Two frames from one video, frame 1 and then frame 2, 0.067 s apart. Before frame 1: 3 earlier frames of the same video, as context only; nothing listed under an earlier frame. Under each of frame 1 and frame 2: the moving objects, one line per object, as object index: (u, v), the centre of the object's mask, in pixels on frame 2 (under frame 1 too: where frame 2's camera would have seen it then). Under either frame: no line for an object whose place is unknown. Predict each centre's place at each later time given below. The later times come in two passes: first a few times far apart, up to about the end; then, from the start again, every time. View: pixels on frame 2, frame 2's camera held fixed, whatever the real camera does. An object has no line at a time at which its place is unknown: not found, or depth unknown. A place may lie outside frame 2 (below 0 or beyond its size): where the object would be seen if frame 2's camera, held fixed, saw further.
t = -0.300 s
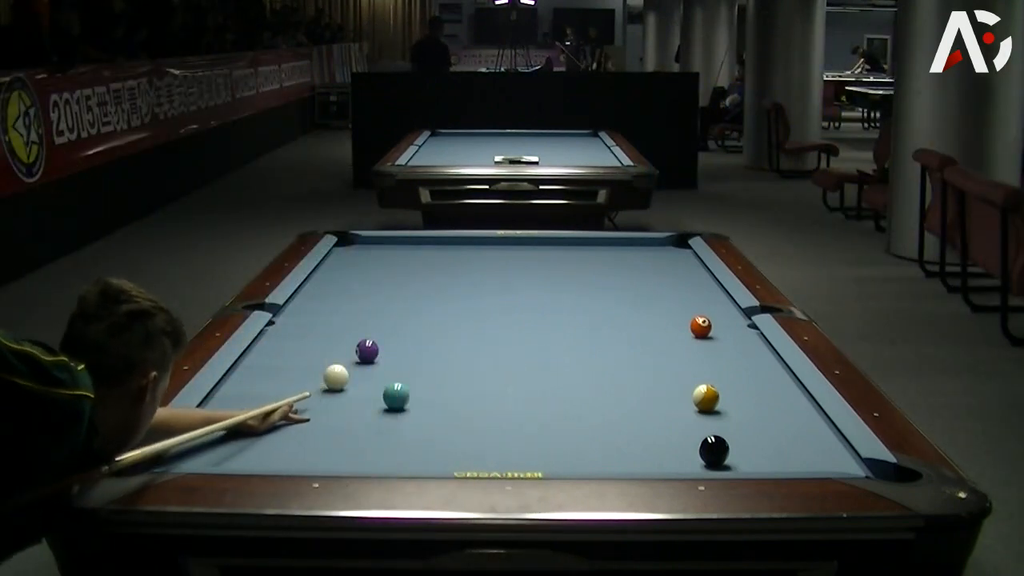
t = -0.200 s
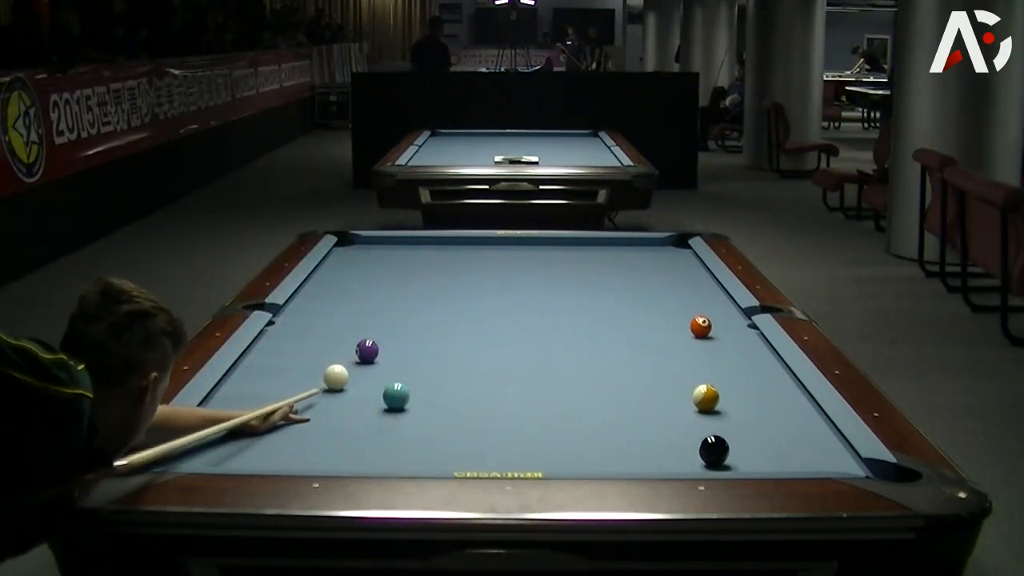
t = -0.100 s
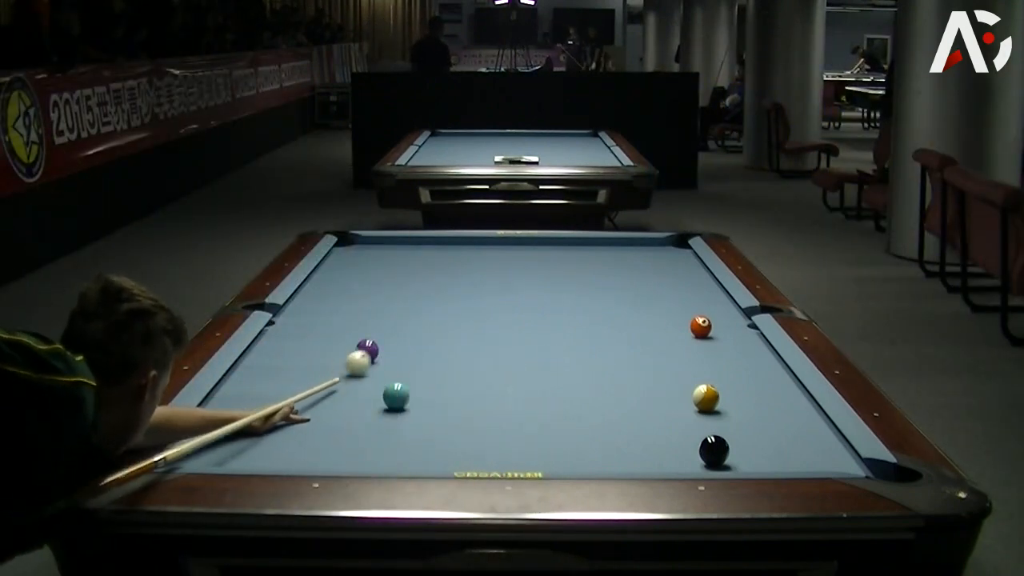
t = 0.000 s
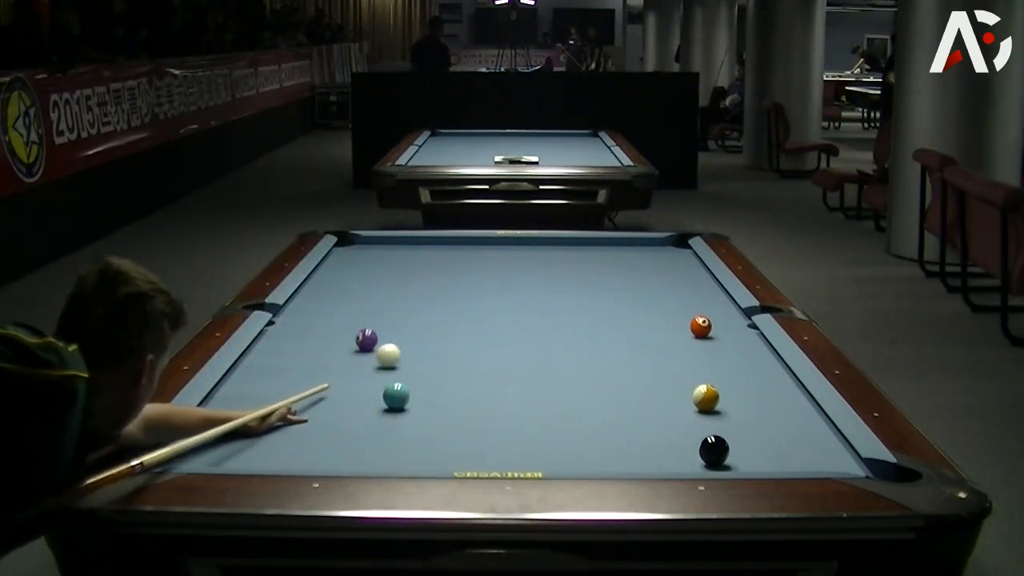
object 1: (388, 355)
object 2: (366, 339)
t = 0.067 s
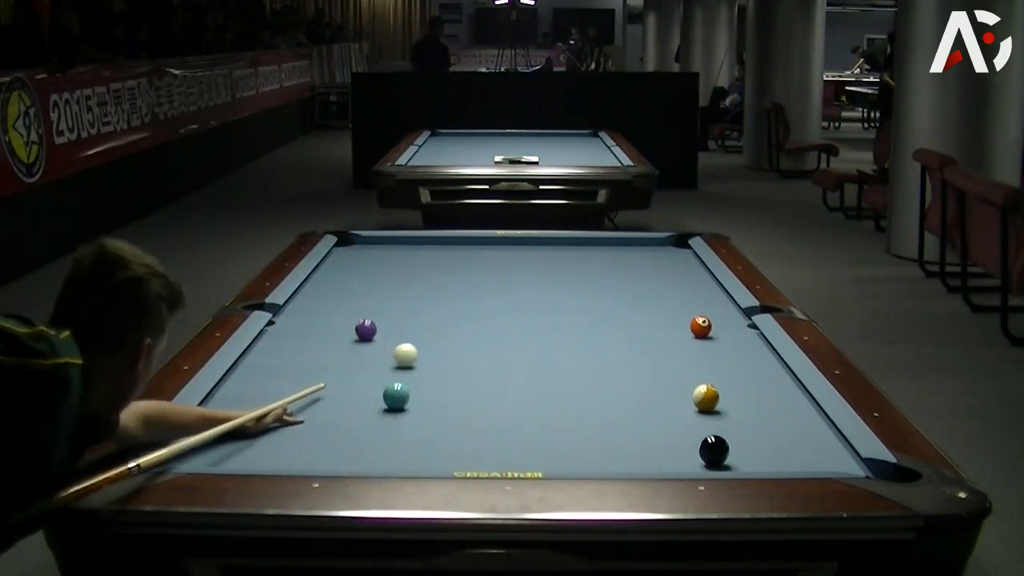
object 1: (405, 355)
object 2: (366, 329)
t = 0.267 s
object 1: (444, 356)
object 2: (364, 306)
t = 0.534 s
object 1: (493, 357)
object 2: (363, 283)
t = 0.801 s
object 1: (540, 357)
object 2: (362, 264)
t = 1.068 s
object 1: (584, 358)
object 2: (362, 247)
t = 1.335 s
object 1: (625, 358)
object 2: (351, 242)
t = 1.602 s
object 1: (664, 357)
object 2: (344, 248)
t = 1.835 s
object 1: (696, 357)
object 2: (348, 253)
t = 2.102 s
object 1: (730, 356)
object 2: (352, 257)
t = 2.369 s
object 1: (761, 356)
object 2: (357, 264)
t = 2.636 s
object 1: (756, 356)
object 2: (361, 269)
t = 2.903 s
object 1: (743, 357)
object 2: (366, 274)
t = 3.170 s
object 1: (731, 357)
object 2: (369, 279)
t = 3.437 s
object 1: (721, 357)
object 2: (373, 284)
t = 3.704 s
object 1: (714, 356)
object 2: (376, 289)
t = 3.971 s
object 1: (708, 356)
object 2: (378, 294)
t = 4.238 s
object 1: (705, 356)
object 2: (380, 299)
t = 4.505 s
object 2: (382, 303)
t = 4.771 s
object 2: (383, 307)
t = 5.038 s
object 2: (385, 311)
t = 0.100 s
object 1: (412, 355)
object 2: (365, 325)
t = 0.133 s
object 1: (419, 355)
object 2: (365, 321)
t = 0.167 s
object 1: (426, 356)
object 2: (365, 317)
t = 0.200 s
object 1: (432, 356)
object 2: (365, 313)
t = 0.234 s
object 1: (438, 356)
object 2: (365, 309)
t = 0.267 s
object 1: (444, 356)
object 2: (364, 306)
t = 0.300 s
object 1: (450, 356)
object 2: (364, 303)
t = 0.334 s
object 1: (457, 356)
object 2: (364, 300)
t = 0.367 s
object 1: (463, 356)
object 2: (364, 297)
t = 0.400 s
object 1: (469, 356)
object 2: (364, 294)
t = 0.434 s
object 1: (475, 356)
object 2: (363, 291)
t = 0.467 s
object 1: (481, 356)
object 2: (363, 288)
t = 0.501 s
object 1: (487, 356)
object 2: (363, 285)
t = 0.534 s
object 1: (493, 357)
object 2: (363, 283)
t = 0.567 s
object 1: (499, 356)
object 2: (363, 280)
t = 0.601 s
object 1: (504, 357)
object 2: (363, 278)
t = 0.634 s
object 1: (511, 357)
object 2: (363, 275)
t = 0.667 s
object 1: (516, 357)
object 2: (363, 273)
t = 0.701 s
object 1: (522, 357)
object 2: (362, 270)
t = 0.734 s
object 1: (528, 357)
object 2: (362, 268)
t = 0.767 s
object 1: (534, 357)
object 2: (362, 266)
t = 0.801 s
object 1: (540, 357)
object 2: (362, 264)
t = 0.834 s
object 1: (545, 357)
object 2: (362, 262)
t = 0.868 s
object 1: (551, 357)
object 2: (362, 260)
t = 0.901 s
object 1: (556, 357)
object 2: (362, 257)
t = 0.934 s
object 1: (562, 357)
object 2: (362, 255)
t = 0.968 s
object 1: (567, 357)
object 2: (362, 253)
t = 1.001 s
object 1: (573, 358)
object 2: (361, 251)
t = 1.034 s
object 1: (578, 358)
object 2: (362, 249)
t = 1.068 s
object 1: (584, 358)
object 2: (362, 247)
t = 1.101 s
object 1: (589, 358)
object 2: (361, 245)
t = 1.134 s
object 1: (594, 357)
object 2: (362, 244)
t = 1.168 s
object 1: (600, 358)
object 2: (362, 242)
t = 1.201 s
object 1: (605, 358)
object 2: (361, 240)
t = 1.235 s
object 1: (610, 358)
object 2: (360, 240)
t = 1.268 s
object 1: (615, 358)
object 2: (357, 240)
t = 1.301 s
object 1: (620, 358)
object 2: (354, 241)
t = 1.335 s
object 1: (625, 358)
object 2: (351, 242)
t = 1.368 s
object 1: (631, 358)
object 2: (348, 243)
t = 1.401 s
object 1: (635, 358)
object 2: (346, 244)
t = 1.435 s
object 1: (640, 358)
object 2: (343, 245)
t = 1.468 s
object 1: (645, 358)
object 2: (342, 245)
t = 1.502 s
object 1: (650, 357)
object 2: (343, 246)
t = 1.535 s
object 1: (655, 357)
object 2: (343, 247)
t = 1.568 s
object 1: (659, 357)
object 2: (344, 247)
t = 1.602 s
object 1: (664, 357)
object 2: (344, 248)
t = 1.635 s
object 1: (669, 357)
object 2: (344, 249)
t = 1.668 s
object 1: (673, 357)
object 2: (345, 250)
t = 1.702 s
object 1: (678, 357)
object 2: (345, 250)
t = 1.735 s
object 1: (683, 357)
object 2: (346, 251)
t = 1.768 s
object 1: (687, 357)
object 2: (347, 252)
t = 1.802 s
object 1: (691, 357)
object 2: (347, 252)
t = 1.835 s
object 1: (696, 357)
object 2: (348, 253)
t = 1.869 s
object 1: (700, 357)
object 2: (348, 254)
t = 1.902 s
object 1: (705, 357)
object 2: (349, 254)
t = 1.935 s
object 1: (709, 357)
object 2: (350, 254)
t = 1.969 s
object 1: (713, 357)
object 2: (350, 255)
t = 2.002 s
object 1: (717, 357)
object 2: (351, 255)
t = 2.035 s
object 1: (722, 357)
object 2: (351, 256)
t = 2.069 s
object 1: (725, 357)
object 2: (352, 256)
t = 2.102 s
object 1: (730, 356)
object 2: (352, 257)
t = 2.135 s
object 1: (734, 356)
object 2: (353, 258)
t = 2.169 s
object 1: (738, 356)
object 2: (354, 259)
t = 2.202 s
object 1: (742, 356)
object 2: (354, 260)
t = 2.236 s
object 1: (745, 356)
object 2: (355, 261)
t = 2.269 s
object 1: (749, 356)
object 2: (355, 262)
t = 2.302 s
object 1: (753, 356)
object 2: (356, 262)
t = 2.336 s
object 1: (757, 356)
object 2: (356, 263)
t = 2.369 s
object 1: (761, 356)
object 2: (357, 264)
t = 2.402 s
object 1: (765, 356)
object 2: (358, 264)
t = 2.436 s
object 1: (767, 356)
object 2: (358, 265)
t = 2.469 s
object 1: (765, 356)
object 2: (359, 266)
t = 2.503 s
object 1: (763, 356)
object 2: (359, 266)
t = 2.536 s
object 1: (761, 356)
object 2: (360, 267)
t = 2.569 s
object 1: (759, 356)
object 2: (360, 268)
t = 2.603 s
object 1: (757, 356)
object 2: (361, 268)
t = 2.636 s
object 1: (756, 356)
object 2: (361, 269)
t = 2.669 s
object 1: (754, 356)
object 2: (362, 270)
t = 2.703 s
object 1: (752, 357)
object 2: (363, 270)
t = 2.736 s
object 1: (751, 356)
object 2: (363, 271)
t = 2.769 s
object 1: (749, 357)
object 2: (364, 272)
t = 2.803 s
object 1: (747, 357)
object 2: (364, 272)
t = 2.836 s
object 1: (746, 357)
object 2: (365, 273)
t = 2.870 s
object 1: (744, 357)
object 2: (365, 274)
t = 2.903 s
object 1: (743, 357)
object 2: (366, 274)
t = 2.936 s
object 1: (741, 357)
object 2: (366, 275)
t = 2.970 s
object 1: (740, 357)
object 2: (367, 276)
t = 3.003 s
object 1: (738, 357)
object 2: (367, 276)
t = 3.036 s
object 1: (737, 357)
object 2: (368, 277)
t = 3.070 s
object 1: (735, 357)
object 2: (368, 277)
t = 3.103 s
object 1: (734, 357)
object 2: (369, 278)
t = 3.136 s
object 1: (733, 357)
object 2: (369, 279)
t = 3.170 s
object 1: (731, 357)
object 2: (369, 279)
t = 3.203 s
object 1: (730, 357)
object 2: (370, 280)
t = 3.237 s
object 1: (729, 357)
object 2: (370, 280)
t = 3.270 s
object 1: (727, 357)
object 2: (371, 281)
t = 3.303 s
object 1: (726, 357)
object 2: (371, 282)
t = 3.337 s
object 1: (725, 357)
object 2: (372, 282)
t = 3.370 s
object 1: (724, 357)
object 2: (372, 283)
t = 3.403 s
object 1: (722, 357)
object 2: (373, 284)
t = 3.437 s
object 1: (721, 357)
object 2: (373, 284)
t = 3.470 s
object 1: (720, 356)
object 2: (373, 285)
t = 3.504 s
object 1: (719, 356)
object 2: (374, 286)
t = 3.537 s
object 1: (718, 356)
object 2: (374, 286)
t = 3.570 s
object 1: (717, 356)
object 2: (375, 287)
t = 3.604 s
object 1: (716, 356)
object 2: (375, 288)
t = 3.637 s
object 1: (715, 356)
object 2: (376, 288)
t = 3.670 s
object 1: (715, 356)
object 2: (376, 289)
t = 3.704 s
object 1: (714, 356)
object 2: (376, 289)
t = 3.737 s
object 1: (713, 356)
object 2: (376, 290)
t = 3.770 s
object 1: (712, 356)
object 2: (377, 290)
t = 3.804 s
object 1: (712, 356)
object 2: (377, 291)
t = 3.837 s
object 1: (711, 356)
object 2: (377, 292)
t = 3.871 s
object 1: (710, 356)
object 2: (377, 292)
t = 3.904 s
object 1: (709, 356)
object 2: (378, 293)
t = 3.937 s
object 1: (709, 356)
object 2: (378, 293)
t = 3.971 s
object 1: (708, 356)
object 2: (378, 294)
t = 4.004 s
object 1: (708, 356)
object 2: (379, 294)
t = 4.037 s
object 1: (707, 356)
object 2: (379, 295)
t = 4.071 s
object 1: (707, 356)
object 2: (379, 296)
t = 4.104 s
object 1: (706, 356)
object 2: (379, 297)
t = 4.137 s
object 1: (706, 356)
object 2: (379, 297)
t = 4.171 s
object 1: (706, 356)
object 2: (380, 298)
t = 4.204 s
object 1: (705, 356)
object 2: (380, 298)
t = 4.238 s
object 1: (705, 356)
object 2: (380, 299)
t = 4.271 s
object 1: (705, 356)
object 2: (380, 299)
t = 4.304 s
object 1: (705, 356)
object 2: (381, 300)
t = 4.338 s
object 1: (705, 356)
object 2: (381, 301)
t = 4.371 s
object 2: (381, 301)
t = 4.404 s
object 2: (381, 301)
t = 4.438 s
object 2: (381, 302)
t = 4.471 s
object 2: (381, 303)
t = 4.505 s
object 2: (382, 303)
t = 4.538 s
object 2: (382, 303)
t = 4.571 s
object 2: (382, 304)
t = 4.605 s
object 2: (382, 304)
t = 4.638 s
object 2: (383, 305)
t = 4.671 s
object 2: (383, 306)
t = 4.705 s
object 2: (383, 306)
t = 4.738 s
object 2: (383, 306)
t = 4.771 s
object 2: (383, 307)
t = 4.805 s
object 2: (383, 308)
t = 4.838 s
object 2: (384, 308)
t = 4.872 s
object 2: (384, 309)
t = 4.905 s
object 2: (384, 309)
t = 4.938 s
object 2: (384, 310)
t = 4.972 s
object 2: (384, 310)
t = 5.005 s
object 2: (384, 310)
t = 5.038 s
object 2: (385, 311)
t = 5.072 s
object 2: (385, 311)
